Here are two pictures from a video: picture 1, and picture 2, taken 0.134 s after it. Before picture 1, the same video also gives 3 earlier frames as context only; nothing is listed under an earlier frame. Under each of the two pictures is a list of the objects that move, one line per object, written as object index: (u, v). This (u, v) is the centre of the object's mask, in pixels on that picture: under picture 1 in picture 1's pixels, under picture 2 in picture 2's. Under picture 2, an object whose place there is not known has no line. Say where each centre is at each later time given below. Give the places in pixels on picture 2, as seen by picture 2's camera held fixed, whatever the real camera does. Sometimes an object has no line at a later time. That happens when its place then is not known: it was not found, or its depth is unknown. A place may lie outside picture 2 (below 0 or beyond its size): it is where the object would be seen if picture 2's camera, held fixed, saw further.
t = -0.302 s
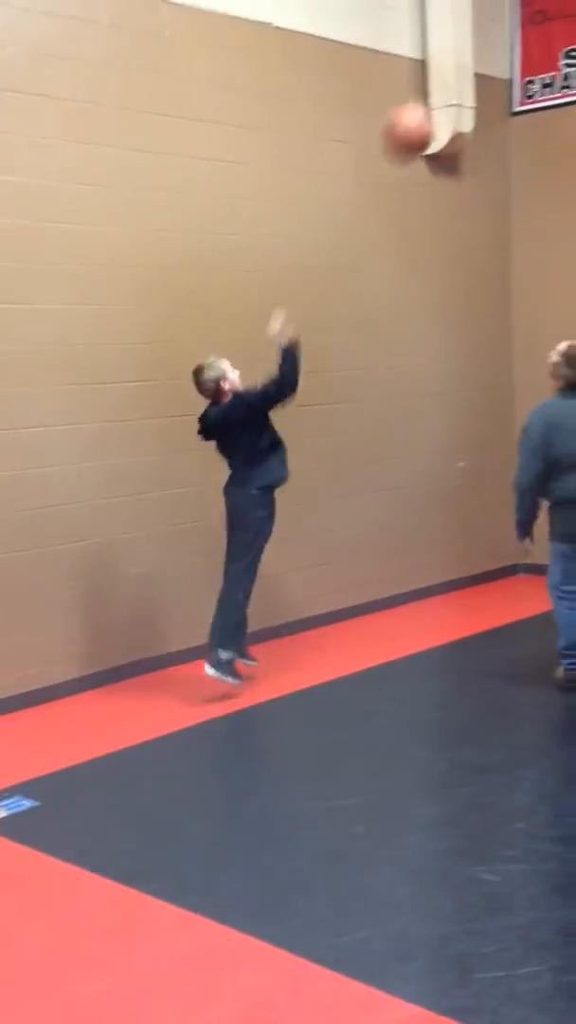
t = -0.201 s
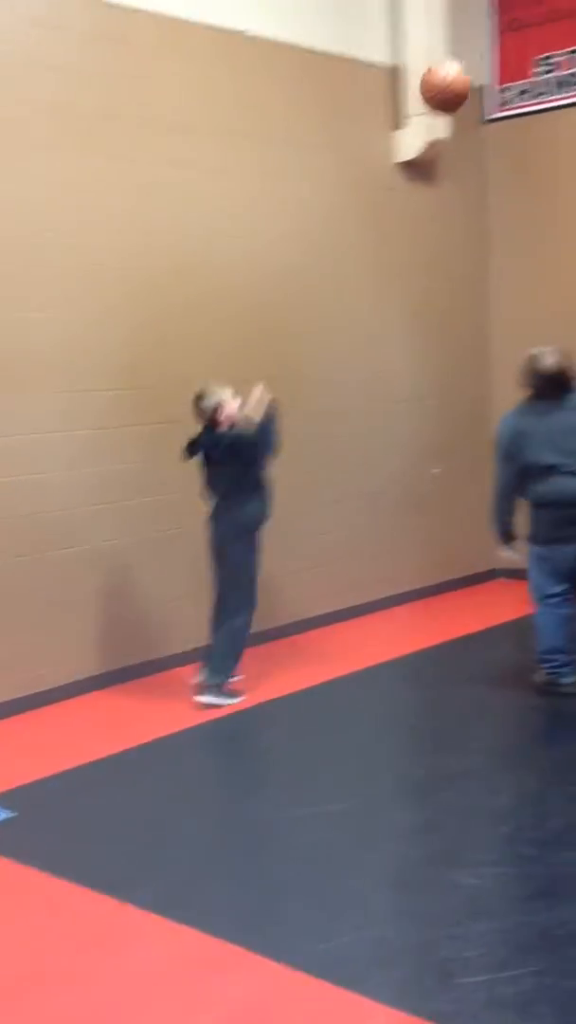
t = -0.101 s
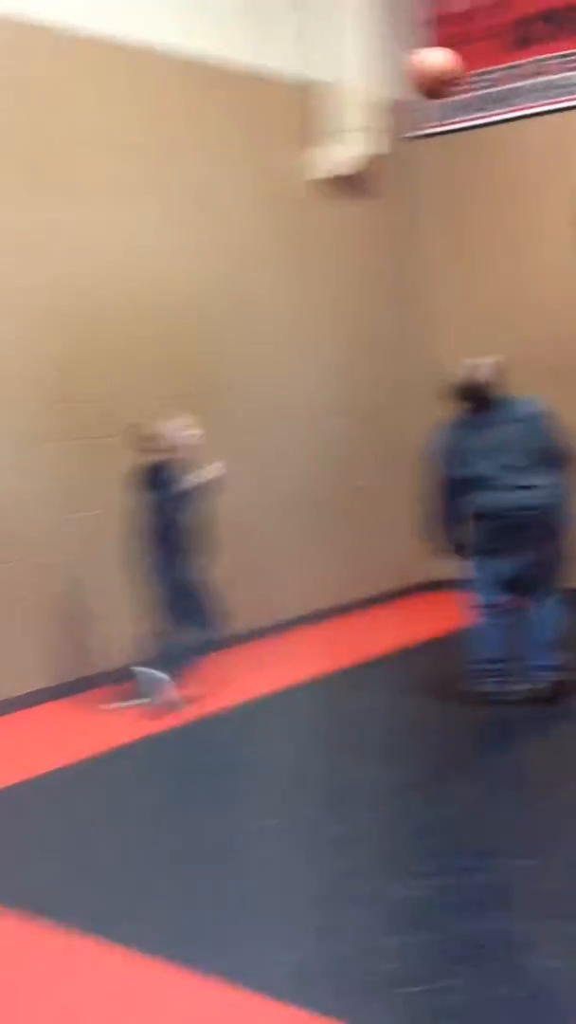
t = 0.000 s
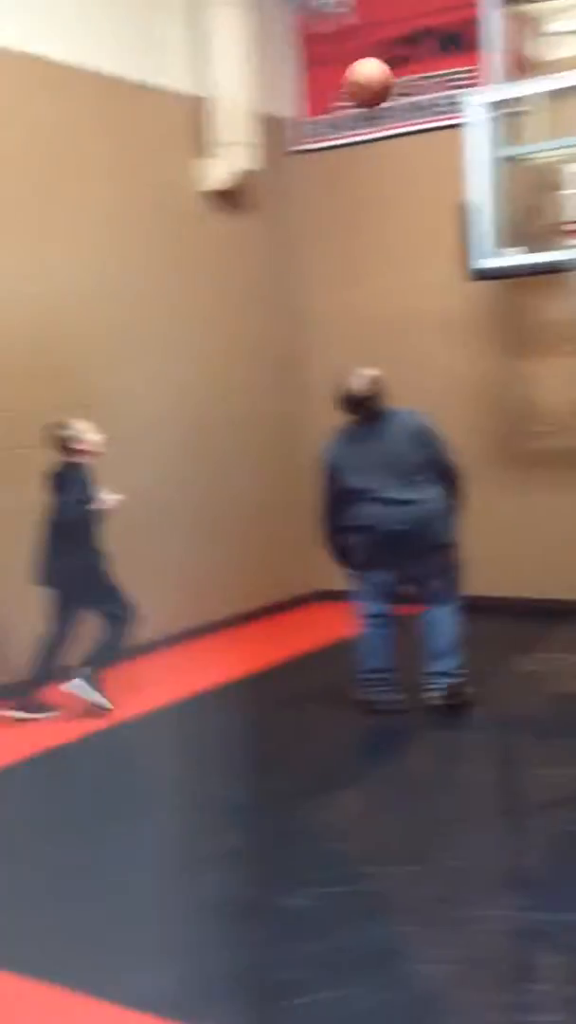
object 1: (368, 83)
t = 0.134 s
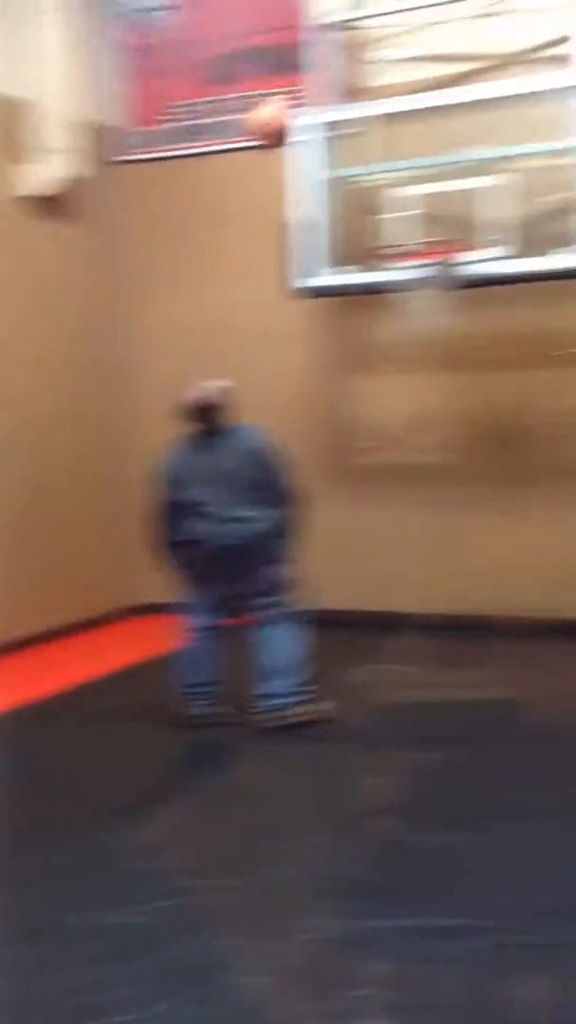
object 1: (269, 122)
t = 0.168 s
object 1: (284, 137)
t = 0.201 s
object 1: (293, 154)
